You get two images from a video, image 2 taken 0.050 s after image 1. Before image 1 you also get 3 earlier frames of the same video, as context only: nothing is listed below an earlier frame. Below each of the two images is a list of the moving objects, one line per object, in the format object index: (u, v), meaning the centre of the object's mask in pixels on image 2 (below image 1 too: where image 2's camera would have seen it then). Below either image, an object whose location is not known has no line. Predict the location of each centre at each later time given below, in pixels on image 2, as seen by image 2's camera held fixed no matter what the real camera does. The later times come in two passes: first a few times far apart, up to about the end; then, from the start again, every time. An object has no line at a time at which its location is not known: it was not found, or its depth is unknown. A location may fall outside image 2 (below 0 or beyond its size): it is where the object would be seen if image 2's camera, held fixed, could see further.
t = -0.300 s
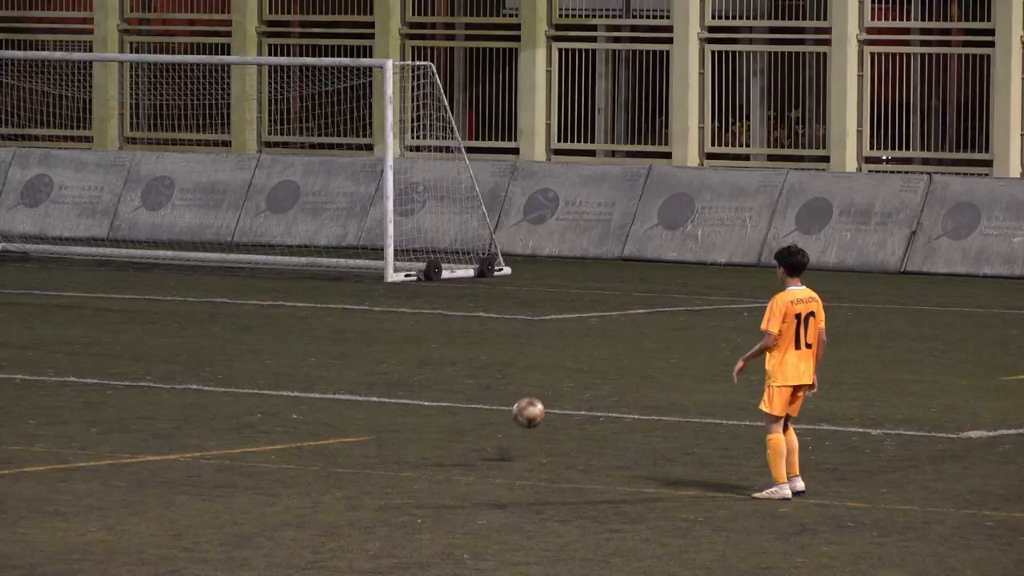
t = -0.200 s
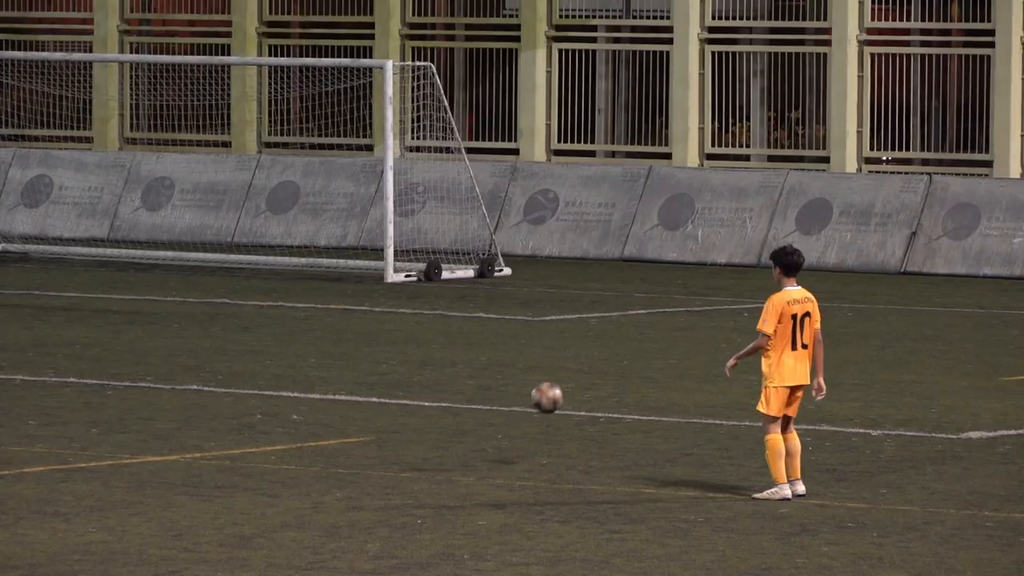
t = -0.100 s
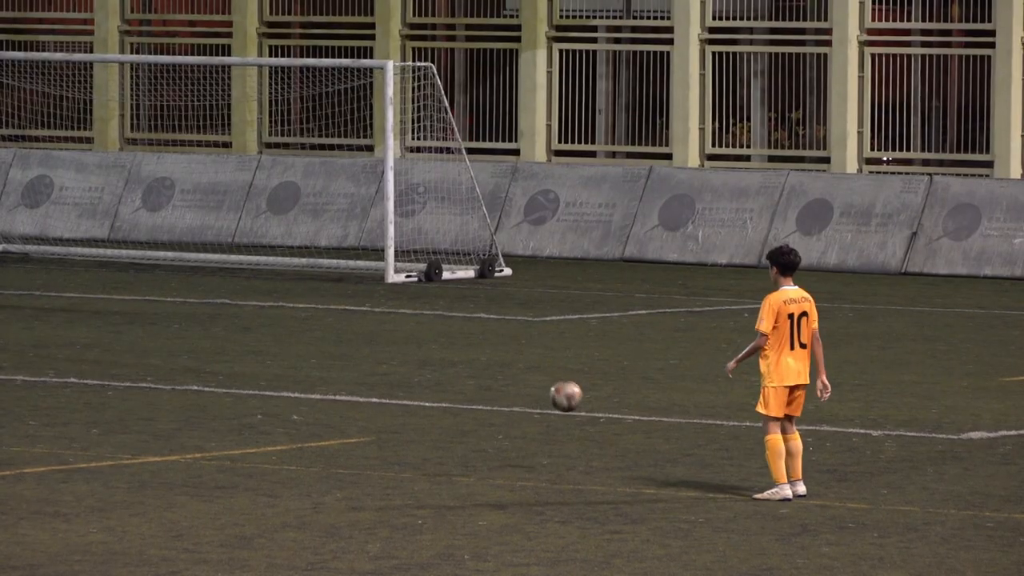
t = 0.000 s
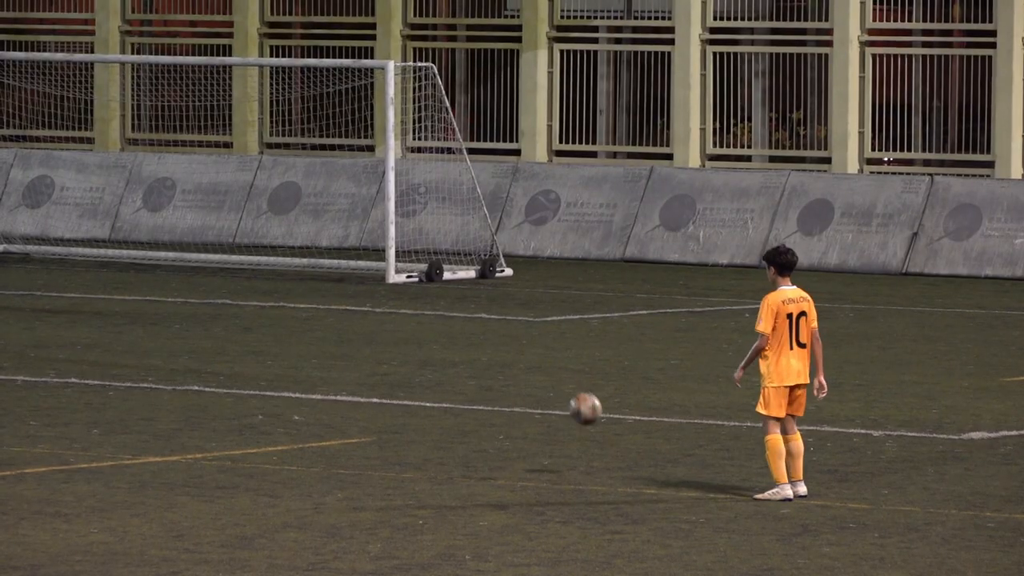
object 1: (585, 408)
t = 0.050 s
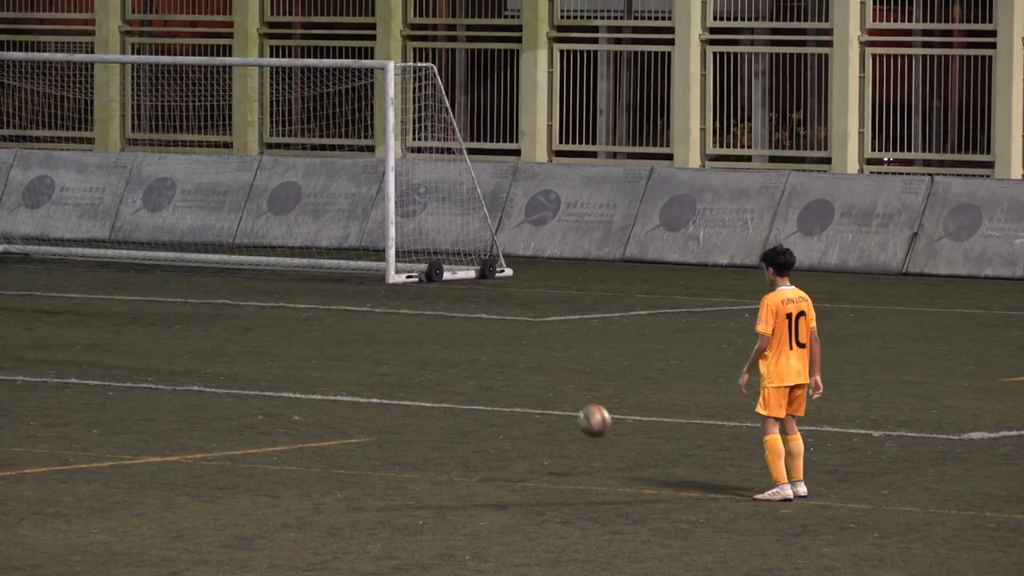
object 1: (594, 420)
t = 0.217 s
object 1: (625, 463)
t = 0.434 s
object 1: (666, 442)
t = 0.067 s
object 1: (598, 425)
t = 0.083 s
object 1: (601, 431)
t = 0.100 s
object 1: (603, 435)
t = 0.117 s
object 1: (606, 442)
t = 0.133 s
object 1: (610, 448)
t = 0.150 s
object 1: (613, 455)
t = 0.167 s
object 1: (616, 463)
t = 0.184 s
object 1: (619, 468)
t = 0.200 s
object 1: (622, 466)
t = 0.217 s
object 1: (625, 463)
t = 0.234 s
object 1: (627, 460)
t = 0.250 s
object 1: (632, 453)
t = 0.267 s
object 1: (635, 450)
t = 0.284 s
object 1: (638, 448)
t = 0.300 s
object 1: (641, 446)
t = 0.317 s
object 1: (644, 444)
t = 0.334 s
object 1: (647, 443)
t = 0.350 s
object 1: (650, 442)
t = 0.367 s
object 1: (654, 441)
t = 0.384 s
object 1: (656, 441)
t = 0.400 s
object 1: (659, 441)
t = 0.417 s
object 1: (662, 441)
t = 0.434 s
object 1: (666, 442)
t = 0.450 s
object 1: (669, 444)
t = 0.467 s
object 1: (672, 446)
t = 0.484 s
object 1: (675, 448)
